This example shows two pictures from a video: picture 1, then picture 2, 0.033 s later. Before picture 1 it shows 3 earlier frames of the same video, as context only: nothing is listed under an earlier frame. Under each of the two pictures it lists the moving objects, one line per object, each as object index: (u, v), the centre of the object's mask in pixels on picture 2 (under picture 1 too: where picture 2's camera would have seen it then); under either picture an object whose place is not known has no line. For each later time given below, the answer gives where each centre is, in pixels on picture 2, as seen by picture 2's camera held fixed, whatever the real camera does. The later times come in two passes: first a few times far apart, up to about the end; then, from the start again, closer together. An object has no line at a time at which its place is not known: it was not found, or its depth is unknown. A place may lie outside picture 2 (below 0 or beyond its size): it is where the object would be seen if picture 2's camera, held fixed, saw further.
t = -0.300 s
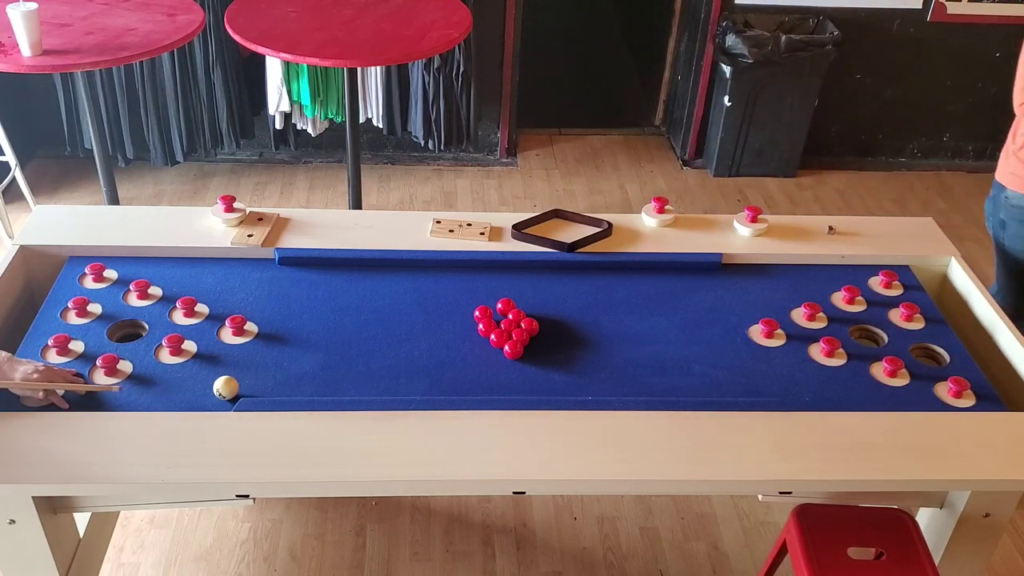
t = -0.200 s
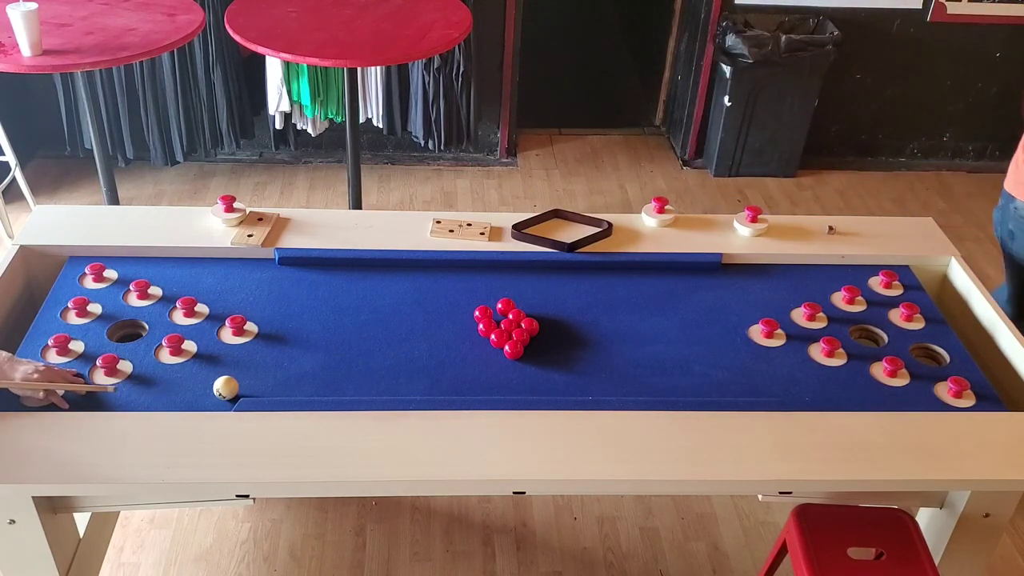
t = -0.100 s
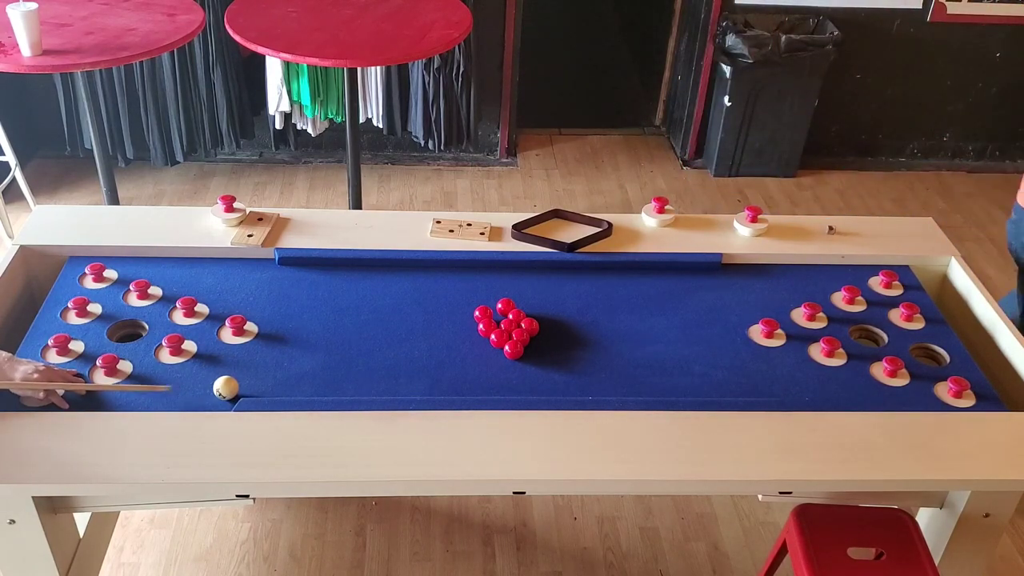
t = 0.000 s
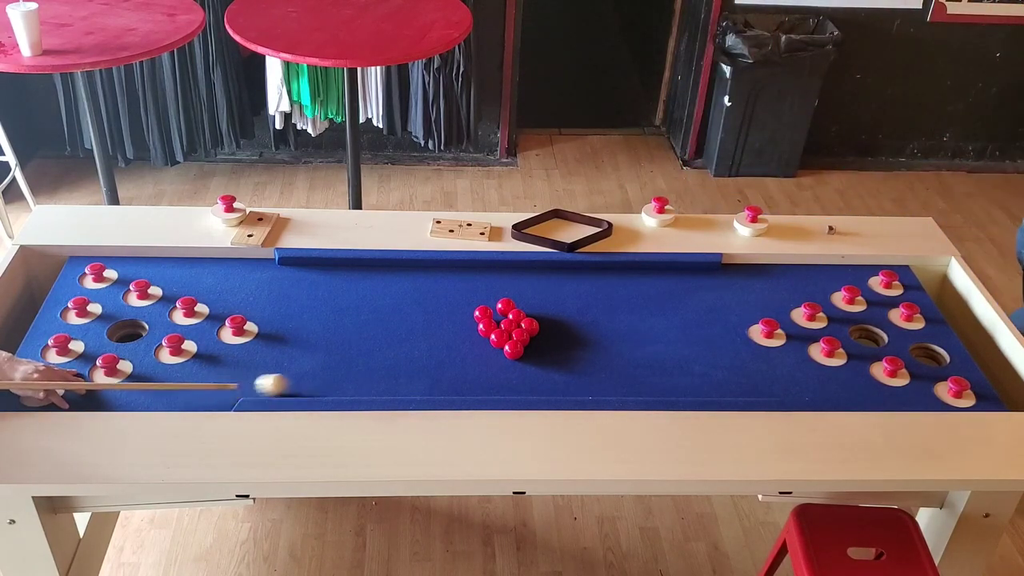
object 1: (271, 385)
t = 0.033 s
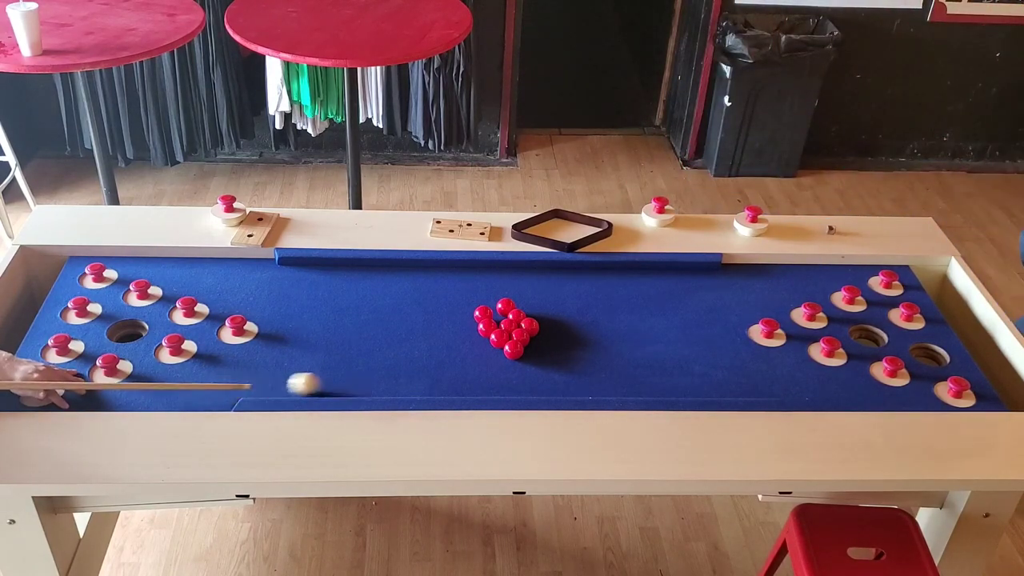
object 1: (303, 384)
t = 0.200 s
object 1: (441, 378)
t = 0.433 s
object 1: (593, 372)
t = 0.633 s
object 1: (717, 368)
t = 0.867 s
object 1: (856, 362)
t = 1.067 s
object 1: (850, 333)
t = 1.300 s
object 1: (848, 322)
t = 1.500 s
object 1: (848, 305)
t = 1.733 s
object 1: (844, 306)
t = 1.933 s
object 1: (840, 309)
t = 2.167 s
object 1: (837, 312)
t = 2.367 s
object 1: (834, 314)
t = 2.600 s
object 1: (833, 313)
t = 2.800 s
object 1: (834, 313)
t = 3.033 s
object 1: (834, 313)
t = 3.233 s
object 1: (834, 313)
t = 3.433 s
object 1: (834, 313)
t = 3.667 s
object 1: (834, 313)
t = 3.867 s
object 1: (834, 313)
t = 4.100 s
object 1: (834, 313)
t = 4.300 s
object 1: (834, 313)
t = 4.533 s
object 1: (834, 313)
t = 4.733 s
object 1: (834, 313)
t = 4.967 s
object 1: (834, 313)
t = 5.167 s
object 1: (834, 313)
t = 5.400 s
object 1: (834, 313)
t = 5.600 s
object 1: (834, 313)
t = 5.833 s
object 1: (834, 313)
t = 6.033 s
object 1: (834, 313)
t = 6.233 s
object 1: (834, 313)
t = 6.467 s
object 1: (834, 313)
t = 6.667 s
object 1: (834, 313)
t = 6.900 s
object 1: (834, 313)
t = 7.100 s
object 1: (834, 313)
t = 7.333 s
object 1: (834, 313)
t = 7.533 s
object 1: (834, 313)
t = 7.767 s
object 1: (834, 313)
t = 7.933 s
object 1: (834, 313)
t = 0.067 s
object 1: (333, 383)
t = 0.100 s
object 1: (362, 382)
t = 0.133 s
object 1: (390, 380)
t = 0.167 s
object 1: (416, 379)
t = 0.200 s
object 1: (441, 378)
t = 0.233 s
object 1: (464, 377)
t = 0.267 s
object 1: (486, 376)
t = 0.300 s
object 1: (508, 375)
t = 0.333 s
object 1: (530, 374)
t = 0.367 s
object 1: (551, 373)
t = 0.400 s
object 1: (572, 373)
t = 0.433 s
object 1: (593, 372)
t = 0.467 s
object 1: (614, 371)
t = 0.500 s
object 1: (635, 370)
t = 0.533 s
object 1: (656, 370)
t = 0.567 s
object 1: (677, 369)
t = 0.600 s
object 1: (697, 368)
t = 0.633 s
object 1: (717, 368)
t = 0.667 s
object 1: (738, 367)
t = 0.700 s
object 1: (758, 366)
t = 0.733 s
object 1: (778, 365)
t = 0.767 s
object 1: (798, 364)
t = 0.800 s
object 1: (816, 364)
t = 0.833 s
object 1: (837, 362)
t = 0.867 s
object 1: (856, 362)
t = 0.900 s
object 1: (871, 359)
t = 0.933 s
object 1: (866, 349)
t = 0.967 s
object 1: (859, 343)
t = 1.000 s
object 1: (852, 340)
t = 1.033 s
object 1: (850, 335)
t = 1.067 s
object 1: (850, 333)
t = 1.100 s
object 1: (849, 333)
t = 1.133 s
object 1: (847, 336)
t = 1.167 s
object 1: (848, 332)
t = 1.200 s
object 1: (847, 330)
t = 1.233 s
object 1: (847, 327)
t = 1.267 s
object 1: (848, 324)
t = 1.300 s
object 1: (848, 322)
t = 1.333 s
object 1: (848, 319)
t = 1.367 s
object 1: (848, 316)
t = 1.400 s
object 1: (848, 313)
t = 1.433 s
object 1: (848, 310)
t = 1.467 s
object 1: (848, 307)
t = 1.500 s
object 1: (848, 305)
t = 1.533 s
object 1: (848, 302)
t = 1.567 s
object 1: (847, 303)
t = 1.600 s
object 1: (847, 304)
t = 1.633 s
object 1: (846, 304)
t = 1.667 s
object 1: (845, 305)
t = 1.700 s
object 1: (845, 306)
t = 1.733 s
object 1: (844, 306)
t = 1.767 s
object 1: (844, 307)
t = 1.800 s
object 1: (843, 307)
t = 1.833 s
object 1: (842, 308)
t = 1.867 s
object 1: (841, 308)
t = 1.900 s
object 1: (840, 309)
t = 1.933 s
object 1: (840, 309)
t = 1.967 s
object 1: (840, 310)
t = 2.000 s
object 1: (839, 310)
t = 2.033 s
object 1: (839, 310)
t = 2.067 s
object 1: (839, 311)
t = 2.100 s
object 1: (838, 311)
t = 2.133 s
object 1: (837, 312)
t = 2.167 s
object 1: (837, 312)
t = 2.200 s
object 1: (836, 313)
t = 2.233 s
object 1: (836, 313)
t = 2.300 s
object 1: (835, 313)
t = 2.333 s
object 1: (835, 313)
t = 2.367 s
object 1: (834, 314)
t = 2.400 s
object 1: (834, 313)
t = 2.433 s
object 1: (834, 313)
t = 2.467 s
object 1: (833, 313)
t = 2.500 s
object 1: (833, 314)
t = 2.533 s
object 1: (833, 313)
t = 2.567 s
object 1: (833, 313)
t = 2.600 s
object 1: (833, 313)
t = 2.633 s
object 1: (833, 313)
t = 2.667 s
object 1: (833, 313)
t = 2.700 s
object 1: (834, 313)
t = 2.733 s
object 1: (834, 313)
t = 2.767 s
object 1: (834, 313)
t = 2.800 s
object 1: (834, 313)
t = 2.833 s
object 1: (834, 313)
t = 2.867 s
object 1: (834, 313)
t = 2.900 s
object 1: (834, 313)
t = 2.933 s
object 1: (834, 313)
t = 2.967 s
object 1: (834, 313)
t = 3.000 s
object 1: (834, 313)
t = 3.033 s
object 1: (834, 313)
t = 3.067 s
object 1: (834, 313)
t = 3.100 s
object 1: (834, 313)
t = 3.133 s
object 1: (834, 313)
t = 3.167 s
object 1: (834, 313)
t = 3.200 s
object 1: (834, 313)
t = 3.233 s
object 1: (834, 313)
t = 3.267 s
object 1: (834, 313)
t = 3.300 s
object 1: (834, 313)
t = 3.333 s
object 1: (834, 313)
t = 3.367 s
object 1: (834, 313)
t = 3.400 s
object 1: (834, 313)
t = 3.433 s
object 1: (834, 313)
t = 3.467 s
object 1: (834, 313)
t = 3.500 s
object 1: (834, 313)
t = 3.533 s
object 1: (834, 313)
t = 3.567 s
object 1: (834, 313)
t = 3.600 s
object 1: (834, 313)
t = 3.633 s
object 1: (834, 313)
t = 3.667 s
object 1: (834, 313)
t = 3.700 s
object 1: (834, 313)
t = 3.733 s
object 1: (834, 313)
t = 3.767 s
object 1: (834, 313)
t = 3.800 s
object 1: (834, 313)
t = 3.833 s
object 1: (834, 313)
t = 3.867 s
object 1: (834, 313)
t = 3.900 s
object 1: (834, 313)
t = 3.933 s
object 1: (834, 313)
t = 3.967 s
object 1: (834, 313)
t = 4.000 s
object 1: (834, 313)
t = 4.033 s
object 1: (834, 313)
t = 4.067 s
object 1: (834, 313)
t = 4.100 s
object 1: (834, 313)
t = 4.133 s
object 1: (834, 313)
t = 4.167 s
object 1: (834, 313)
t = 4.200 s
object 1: (834, 313)
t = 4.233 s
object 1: (834, 313)
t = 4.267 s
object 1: (834, 313)
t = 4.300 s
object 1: (834, 313)
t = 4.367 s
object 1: (834, 313)
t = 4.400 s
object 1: (834, 313)
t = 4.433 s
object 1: (834, 313)
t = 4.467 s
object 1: (834, 313)
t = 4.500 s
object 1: (834, 313)
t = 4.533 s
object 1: (834, 313)
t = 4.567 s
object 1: (834, 313)
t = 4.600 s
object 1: (834, 313)
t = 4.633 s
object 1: (834, 313)
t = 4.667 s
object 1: (834, 313)
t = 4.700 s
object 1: (834, 313)
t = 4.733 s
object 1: (834, 313)
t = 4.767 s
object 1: (834, 313)
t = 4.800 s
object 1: (834, 313)
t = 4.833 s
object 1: (834, 313)
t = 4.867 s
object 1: (834, 313)
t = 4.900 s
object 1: (834, 313)
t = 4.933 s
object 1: (834, 313)
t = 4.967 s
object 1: (834, 313)
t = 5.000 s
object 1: (834, 313)
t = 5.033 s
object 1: (834, 313)
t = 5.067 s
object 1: (834, 313)
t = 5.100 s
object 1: (834, 313)
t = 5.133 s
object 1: (834, 313)
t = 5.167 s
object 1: (834, 313)
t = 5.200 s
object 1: (834, 313)
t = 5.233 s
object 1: (834, 313)
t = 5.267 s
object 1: (834, 313)
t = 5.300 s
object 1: (834, 313)
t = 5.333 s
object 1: (834, 313)
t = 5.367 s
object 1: (834, 313)
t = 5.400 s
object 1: (834, 313)
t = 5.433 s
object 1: (834, 313)
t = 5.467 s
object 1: (834, 313)
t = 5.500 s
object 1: (834, 313)
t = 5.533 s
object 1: (834, 313)
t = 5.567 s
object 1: (834, 313)
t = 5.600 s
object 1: (834, 313)
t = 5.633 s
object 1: (834, 313)
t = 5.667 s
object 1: (834, 313)
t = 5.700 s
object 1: (834, 313)
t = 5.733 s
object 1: (834, 313)
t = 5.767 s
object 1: (834, 313)
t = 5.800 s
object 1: (834, 313)
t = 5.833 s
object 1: (834, 313)
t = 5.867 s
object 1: (834, 313)
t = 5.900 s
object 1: (834, 313)
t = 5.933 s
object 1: (834, 313)
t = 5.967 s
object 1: (834, 313)
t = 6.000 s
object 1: (834, 313)
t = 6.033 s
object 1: (834, 313)
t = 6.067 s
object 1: (834, 313)
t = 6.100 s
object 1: (834, 313)
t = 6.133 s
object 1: (834, 313)
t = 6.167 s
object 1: (834, 313)
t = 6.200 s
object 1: (834, 313)
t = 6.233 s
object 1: (834, 313)
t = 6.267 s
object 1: (834, 313)
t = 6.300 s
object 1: (834, 313)
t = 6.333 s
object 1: (834, 313)
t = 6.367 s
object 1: (834, 313)
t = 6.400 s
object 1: (834, 313)
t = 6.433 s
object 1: (834, 313)
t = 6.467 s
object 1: (834, 313)
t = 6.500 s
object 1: (834, 313)
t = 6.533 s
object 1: (834, 313)
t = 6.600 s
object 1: (834, 314)
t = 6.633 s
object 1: (834, 314)
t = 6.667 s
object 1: (834, 313)
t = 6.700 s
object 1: (834, 313)
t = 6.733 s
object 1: (834, 314)
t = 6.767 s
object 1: (834, 313)
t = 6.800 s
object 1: (834, 313)
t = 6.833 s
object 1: (834, 313)
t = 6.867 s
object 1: (834, 313)
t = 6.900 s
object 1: (834, 313)
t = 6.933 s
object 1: (834, 313)
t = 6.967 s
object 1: (834, 313)
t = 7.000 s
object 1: (834, 313)
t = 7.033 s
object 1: (834, 313)
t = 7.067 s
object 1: (834, 313)
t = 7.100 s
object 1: (834, 313)
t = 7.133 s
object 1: (834, 313)
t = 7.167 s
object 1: (834, 313)
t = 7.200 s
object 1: (834, 313)
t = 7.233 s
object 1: (834, 313)
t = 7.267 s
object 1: (834, 313)
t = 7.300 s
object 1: (834, 313)
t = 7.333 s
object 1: (834, 313)
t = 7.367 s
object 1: (834, 313)
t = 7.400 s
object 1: (834, 313)
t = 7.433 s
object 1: (834, 313)
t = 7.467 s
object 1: (834, 313)
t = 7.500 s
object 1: (834, 313)
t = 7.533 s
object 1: (834, 313)
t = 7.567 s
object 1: (834, 313)
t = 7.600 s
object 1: (834, 313)
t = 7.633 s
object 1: (834, 313)
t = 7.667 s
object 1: (834, 313)
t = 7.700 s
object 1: (834, 313)
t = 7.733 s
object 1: (834, 313)
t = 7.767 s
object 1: (834, 313)
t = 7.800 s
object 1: (834, 313)
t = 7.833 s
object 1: (834, 313)
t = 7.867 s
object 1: (834, 313)
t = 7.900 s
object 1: (834, 313)
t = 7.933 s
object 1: (834, 313)
